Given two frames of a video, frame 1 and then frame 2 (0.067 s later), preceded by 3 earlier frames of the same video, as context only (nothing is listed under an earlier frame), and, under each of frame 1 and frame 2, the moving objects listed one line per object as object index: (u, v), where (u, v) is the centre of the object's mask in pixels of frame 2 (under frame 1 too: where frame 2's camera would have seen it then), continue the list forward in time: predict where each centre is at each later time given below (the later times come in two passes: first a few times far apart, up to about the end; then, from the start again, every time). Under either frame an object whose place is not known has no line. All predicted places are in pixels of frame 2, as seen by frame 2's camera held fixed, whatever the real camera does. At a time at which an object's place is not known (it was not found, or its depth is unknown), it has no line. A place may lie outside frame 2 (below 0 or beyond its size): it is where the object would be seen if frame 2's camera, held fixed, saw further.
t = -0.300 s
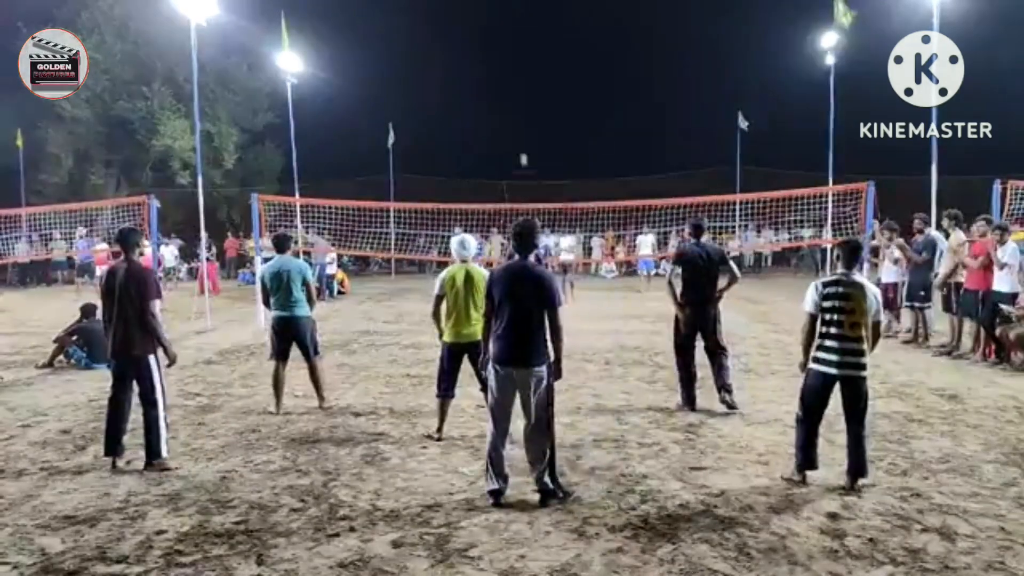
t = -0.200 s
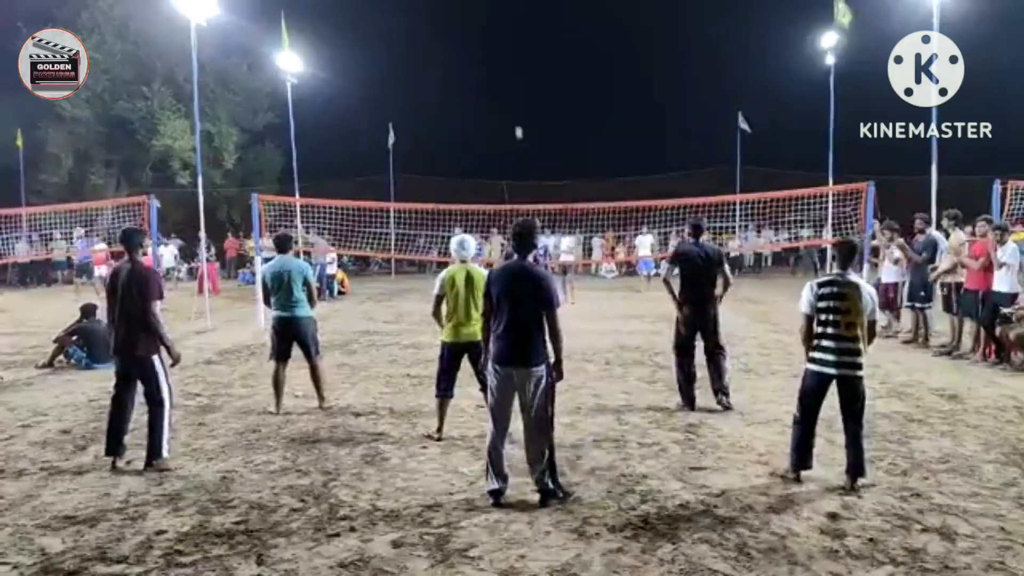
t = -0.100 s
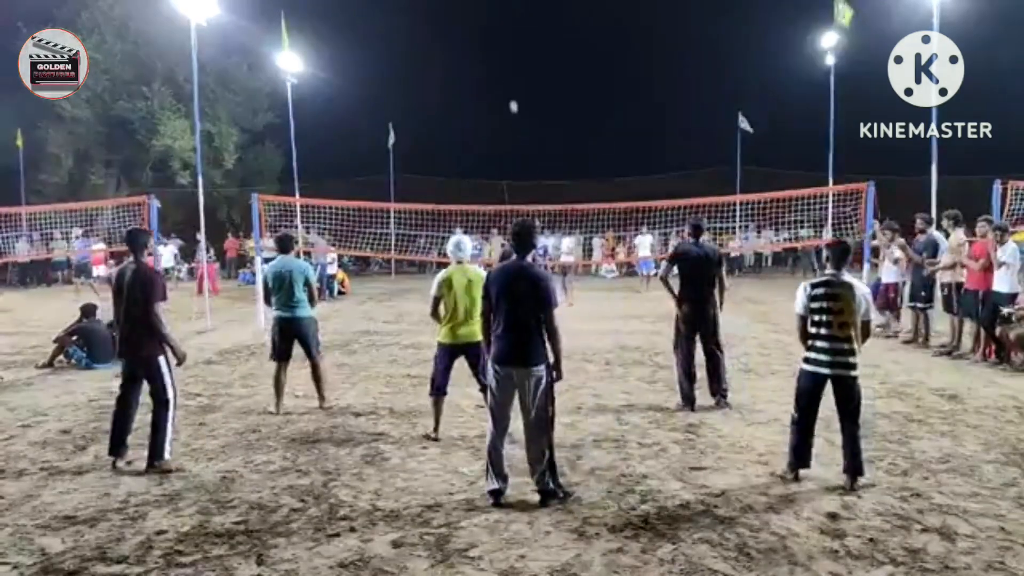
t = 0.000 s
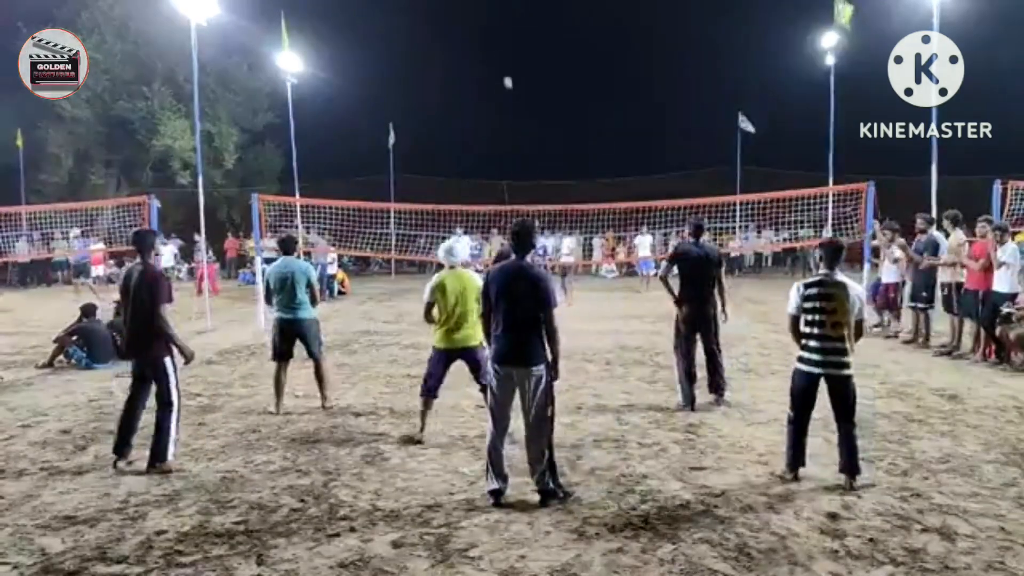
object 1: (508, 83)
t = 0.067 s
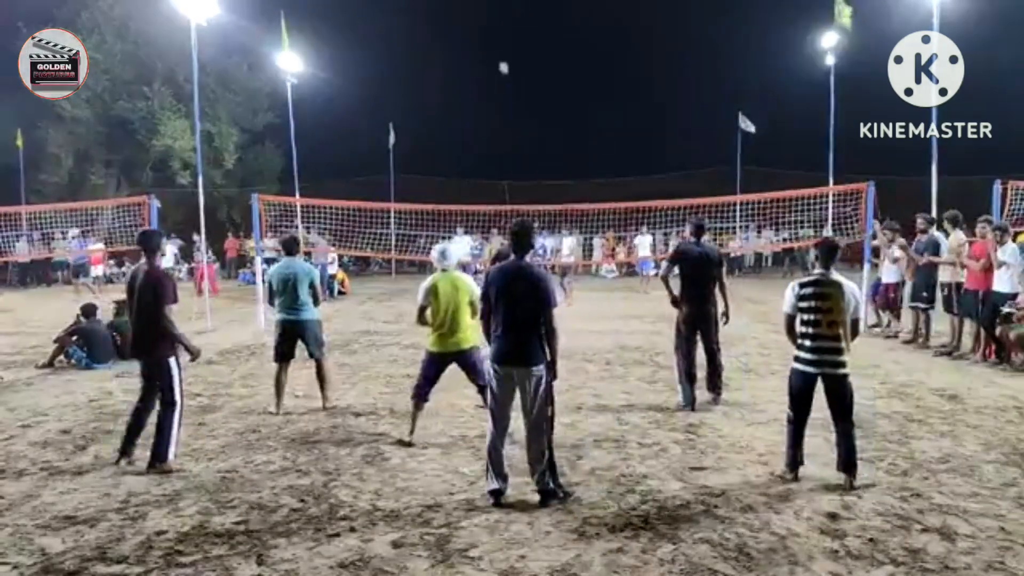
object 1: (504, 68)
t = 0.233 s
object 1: (492, 37)
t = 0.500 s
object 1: (468, 8)
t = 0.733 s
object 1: (440, 14)
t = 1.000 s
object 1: (397, 84)
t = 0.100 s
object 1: (501, 62)
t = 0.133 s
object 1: (499, 55)
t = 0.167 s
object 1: (497, 48)
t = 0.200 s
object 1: (494, 42)
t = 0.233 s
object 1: (492, 37)
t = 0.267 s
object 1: (489, 32)
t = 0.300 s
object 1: (486, 27)
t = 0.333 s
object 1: (483, 22)
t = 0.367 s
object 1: (480, 19)
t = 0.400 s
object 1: (477, 15)
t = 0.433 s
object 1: (474, 12)
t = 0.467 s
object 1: (471, 10)
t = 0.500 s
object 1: (468, 8)
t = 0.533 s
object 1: (464, 6)
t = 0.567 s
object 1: (460, 6)
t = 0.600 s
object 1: (456, 6)
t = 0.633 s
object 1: (453, 7)
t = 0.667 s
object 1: (449, 9)
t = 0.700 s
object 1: (444, 11)
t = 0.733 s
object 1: (440, 14)
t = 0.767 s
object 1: (435, 19)
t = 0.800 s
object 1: (430, 24)
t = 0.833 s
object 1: (425, 31)
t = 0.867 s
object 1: (420, 39)
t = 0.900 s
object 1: (415, 48)
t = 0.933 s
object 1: (409, 58)
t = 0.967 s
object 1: (403, 71)
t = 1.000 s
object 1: (397, 84)
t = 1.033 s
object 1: (390, 100)
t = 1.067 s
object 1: (383, 118)
